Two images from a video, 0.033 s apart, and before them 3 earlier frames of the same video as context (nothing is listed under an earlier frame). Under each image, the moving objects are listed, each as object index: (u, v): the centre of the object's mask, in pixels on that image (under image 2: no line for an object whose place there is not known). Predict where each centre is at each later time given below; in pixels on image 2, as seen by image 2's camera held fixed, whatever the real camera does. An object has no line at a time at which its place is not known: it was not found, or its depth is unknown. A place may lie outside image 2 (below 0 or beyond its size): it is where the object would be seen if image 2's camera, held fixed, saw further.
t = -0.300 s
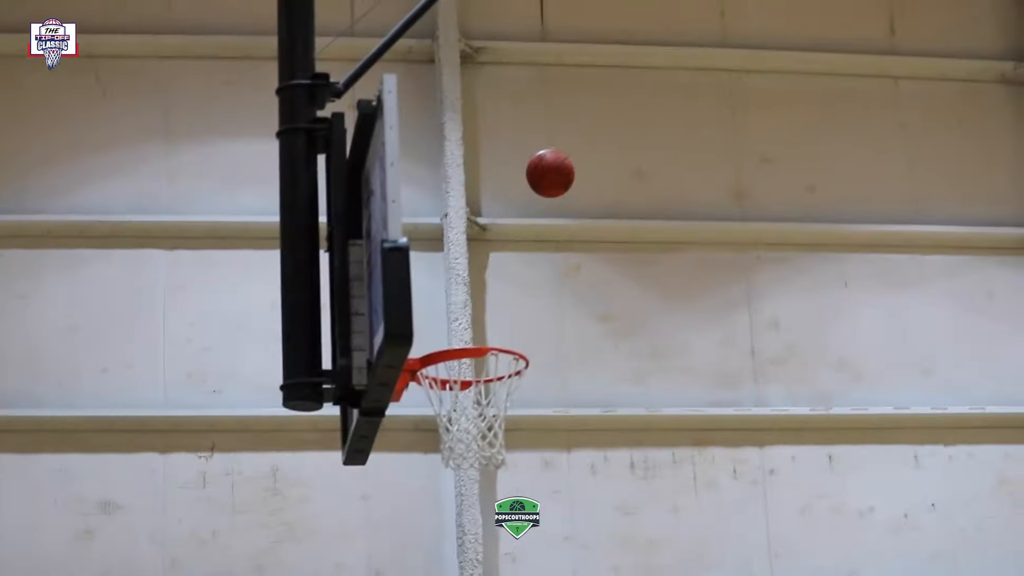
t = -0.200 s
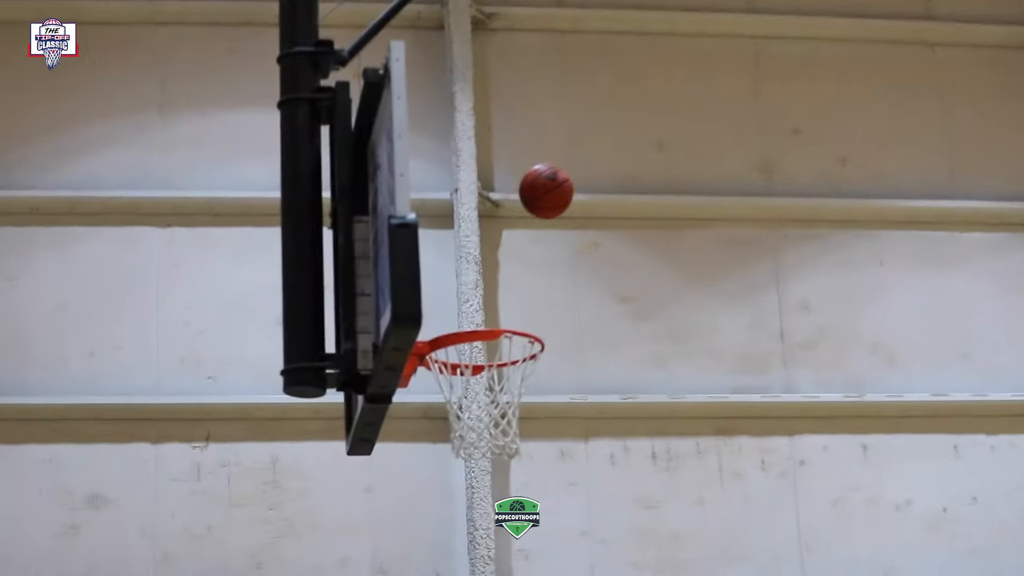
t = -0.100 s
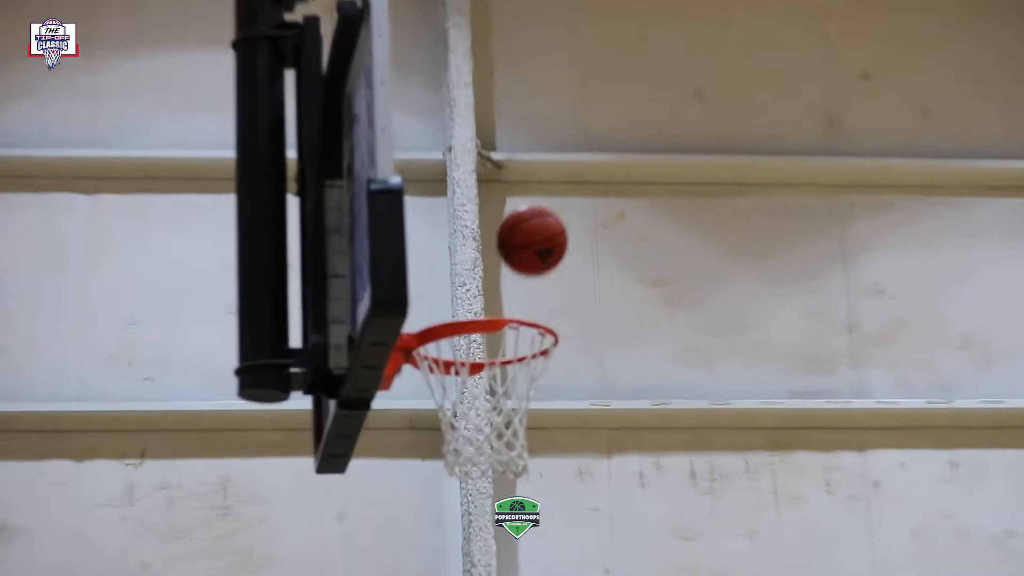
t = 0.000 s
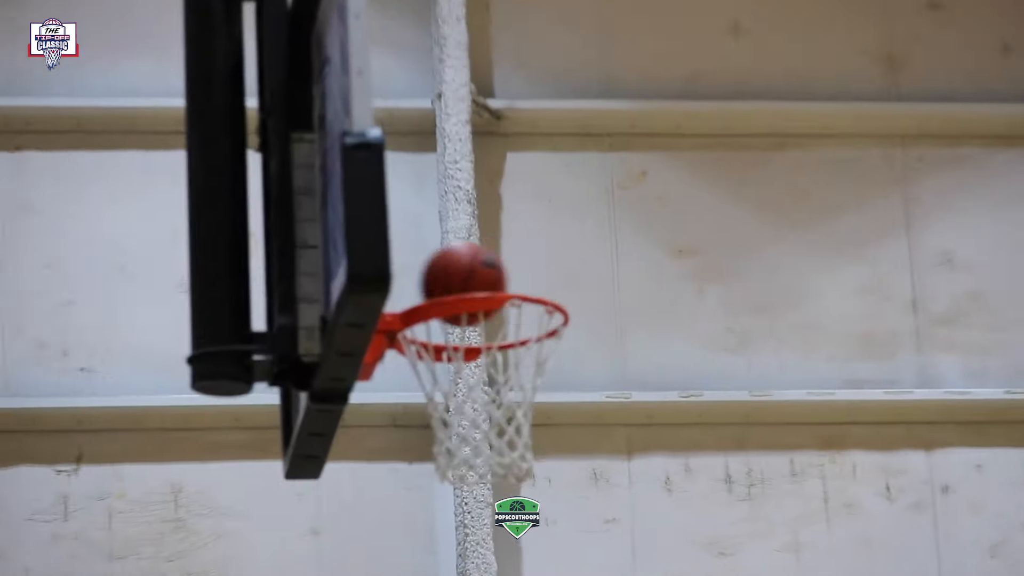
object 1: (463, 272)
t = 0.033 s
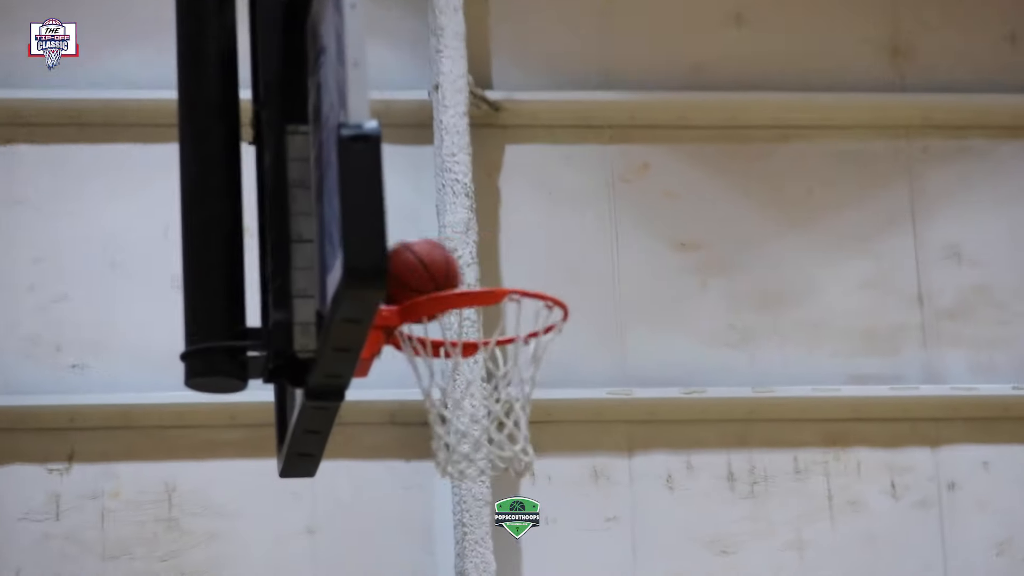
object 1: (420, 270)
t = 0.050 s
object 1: (411, 272)
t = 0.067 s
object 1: (403, 277)
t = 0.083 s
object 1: (399, 282)
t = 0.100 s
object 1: (405, 279)
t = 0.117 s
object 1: (411, 278)
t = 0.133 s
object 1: (416, 278)
